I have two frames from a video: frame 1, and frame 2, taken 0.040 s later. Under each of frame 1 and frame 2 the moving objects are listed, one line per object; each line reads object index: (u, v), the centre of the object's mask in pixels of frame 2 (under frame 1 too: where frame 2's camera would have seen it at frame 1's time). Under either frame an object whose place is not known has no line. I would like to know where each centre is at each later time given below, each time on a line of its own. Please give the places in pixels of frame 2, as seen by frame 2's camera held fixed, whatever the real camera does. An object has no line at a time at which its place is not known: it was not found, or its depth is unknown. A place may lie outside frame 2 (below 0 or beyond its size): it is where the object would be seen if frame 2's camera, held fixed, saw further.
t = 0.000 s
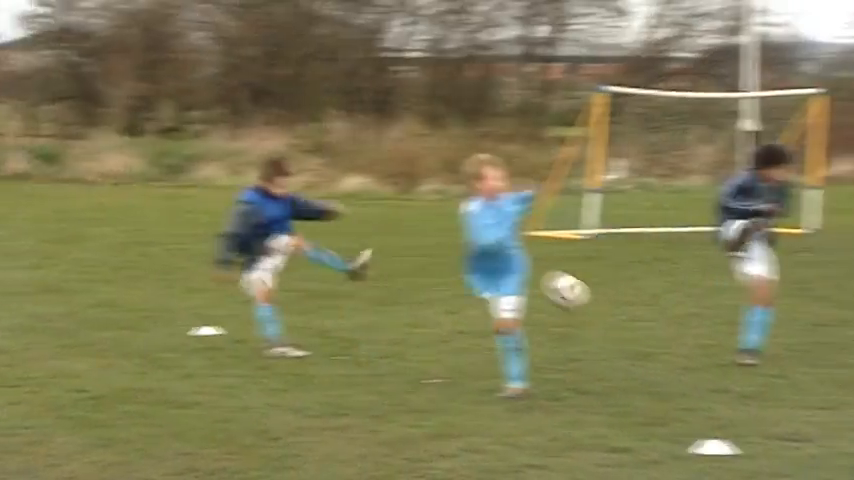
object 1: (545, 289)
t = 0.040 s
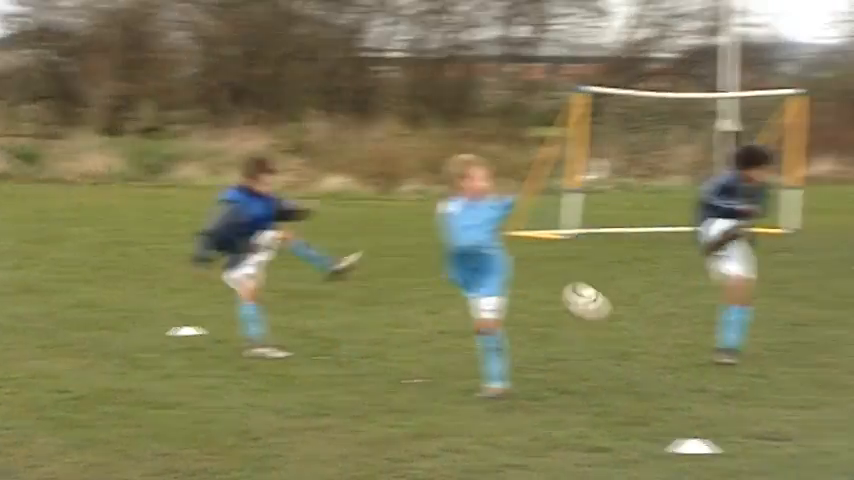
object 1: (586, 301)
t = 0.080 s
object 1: (627, 317)
